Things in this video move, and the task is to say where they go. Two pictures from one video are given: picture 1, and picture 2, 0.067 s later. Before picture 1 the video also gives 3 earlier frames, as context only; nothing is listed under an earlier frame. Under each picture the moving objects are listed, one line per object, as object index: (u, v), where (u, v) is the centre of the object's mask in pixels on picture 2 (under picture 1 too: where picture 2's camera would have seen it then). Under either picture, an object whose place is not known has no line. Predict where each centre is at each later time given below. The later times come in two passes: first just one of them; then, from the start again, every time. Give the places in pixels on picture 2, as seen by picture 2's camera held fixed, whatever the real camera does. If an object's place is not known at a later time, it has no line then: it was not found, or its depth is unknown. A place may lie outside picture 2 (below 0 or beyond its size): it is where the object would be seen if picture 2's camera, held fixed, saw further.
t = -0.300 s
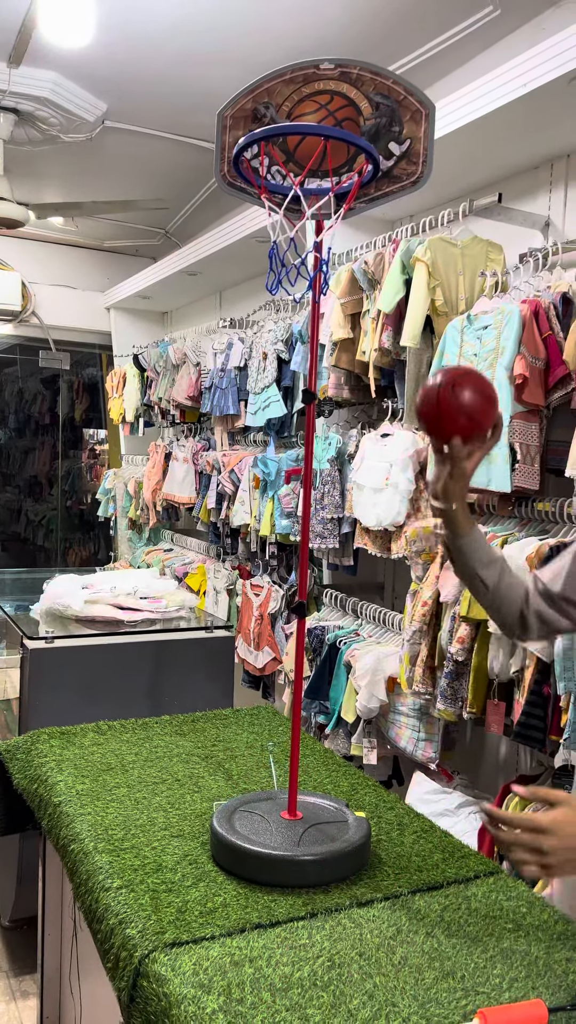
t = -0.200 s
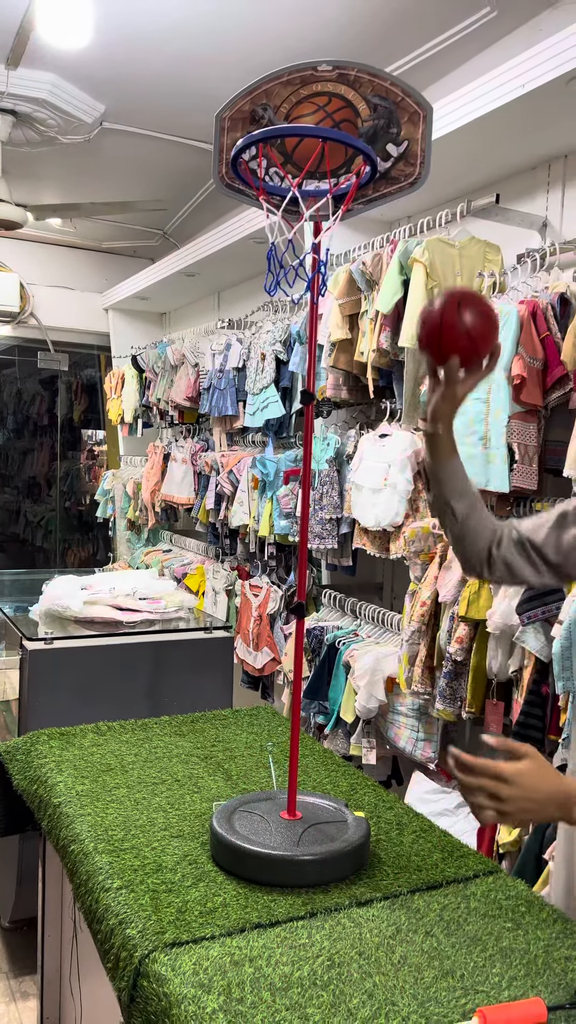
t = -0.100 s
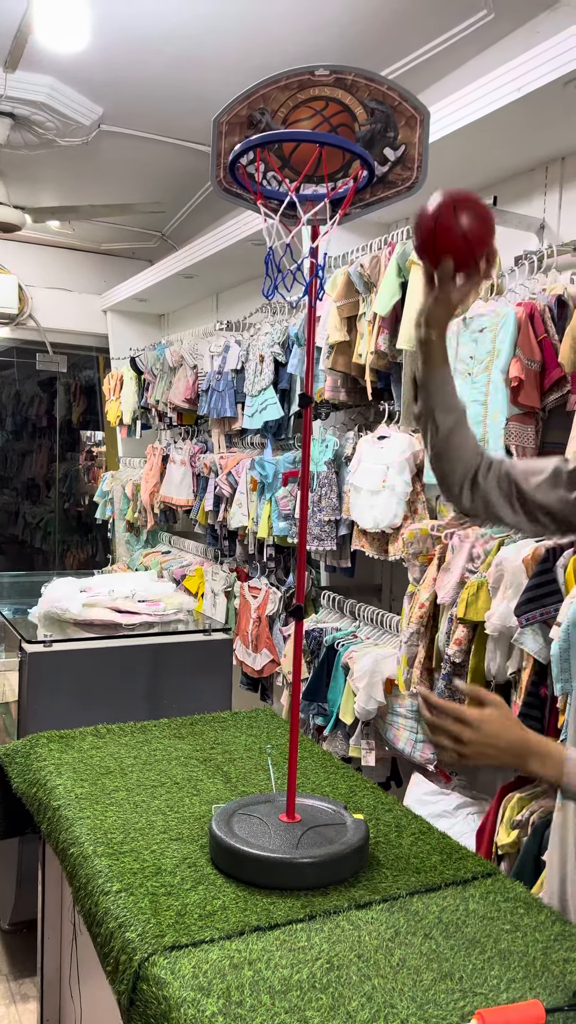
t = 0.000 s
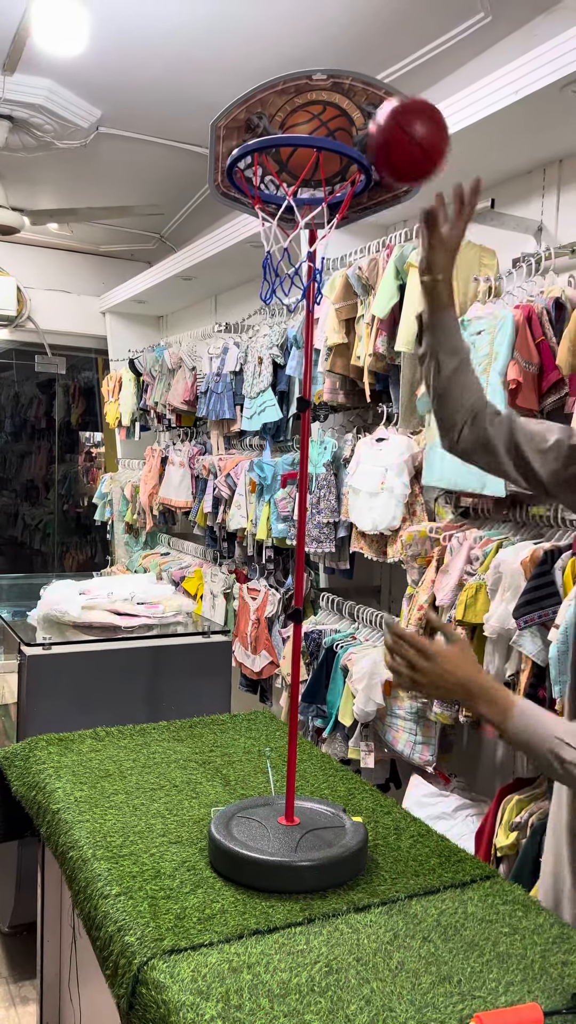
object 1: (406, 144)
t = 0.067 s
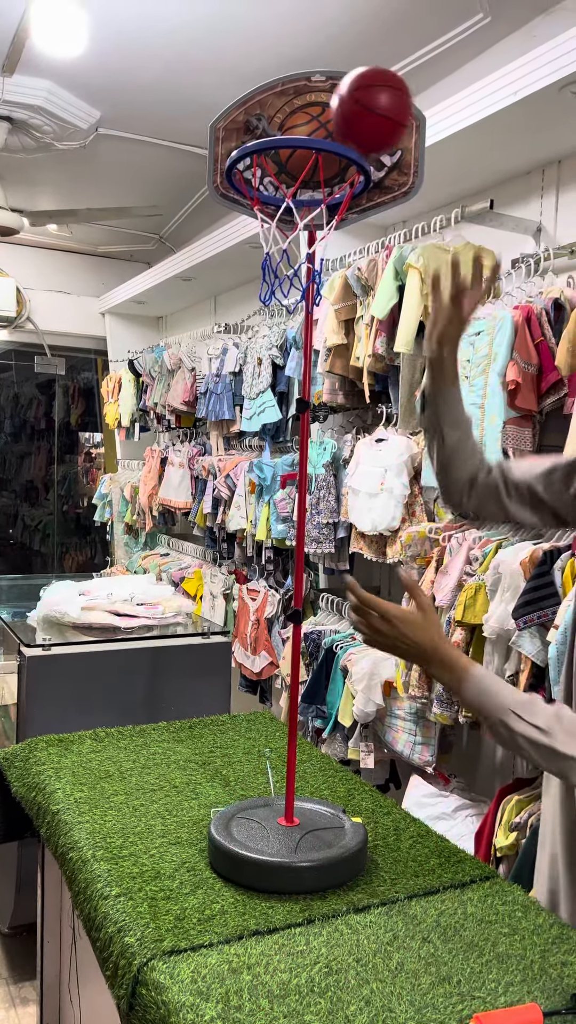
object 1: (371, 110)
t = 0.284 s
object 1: (275, 189)
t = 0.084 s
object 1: (363, 108)
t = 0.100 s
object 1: (354, 105)
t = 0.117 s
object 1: (345, 104)
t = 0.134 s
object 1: (337, 105)
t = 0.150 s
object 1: (329, 107)
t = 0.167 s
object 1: (320, 109)
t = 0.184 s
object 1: (312, 111)
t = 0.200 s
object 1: (305, 117)
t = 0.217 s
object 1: (291, 120)
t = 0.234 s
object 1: (284, 153)
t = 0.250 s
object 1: (274, 170)
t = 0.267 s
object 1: (274, 185)
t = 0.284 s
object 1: (275, 189)
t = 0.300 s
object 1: (274, 197)
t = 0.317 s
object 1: (277, 211)
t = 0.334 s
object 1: (276, 224)
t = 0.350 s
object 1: (278, 237)
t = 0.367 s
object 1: (280, 250)
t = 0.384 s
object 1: (281, 262)
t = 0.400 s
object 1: (284, 275)
